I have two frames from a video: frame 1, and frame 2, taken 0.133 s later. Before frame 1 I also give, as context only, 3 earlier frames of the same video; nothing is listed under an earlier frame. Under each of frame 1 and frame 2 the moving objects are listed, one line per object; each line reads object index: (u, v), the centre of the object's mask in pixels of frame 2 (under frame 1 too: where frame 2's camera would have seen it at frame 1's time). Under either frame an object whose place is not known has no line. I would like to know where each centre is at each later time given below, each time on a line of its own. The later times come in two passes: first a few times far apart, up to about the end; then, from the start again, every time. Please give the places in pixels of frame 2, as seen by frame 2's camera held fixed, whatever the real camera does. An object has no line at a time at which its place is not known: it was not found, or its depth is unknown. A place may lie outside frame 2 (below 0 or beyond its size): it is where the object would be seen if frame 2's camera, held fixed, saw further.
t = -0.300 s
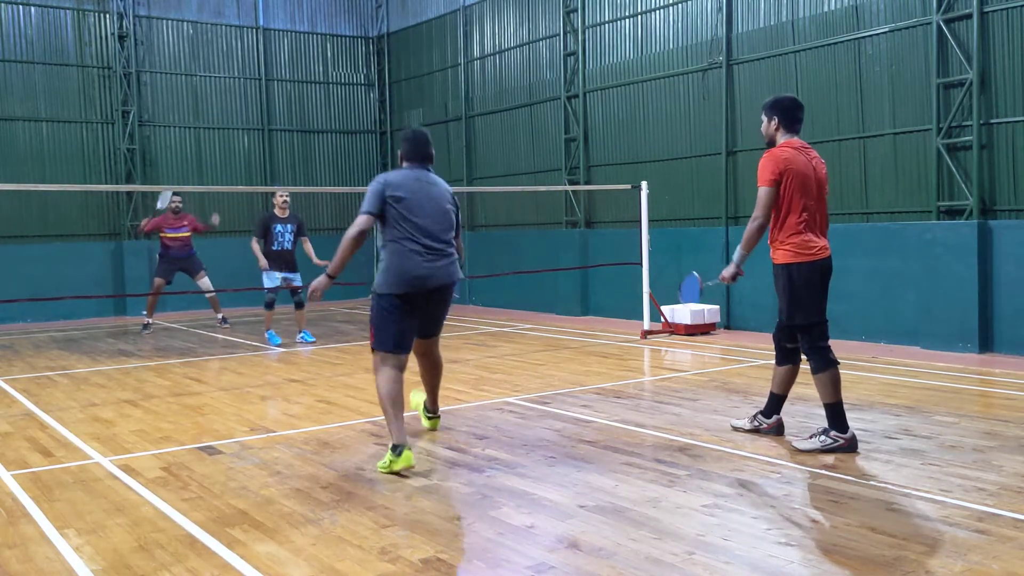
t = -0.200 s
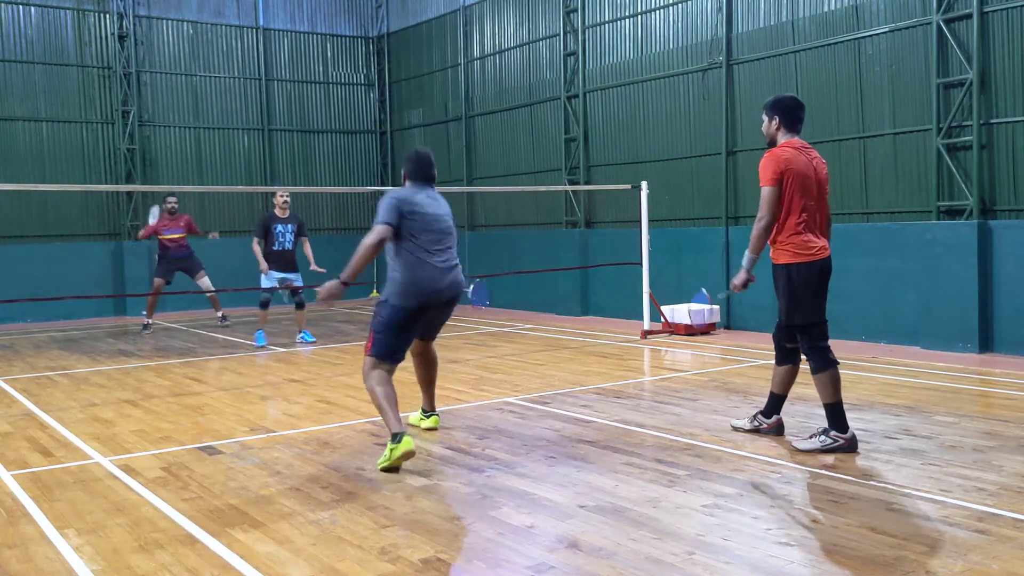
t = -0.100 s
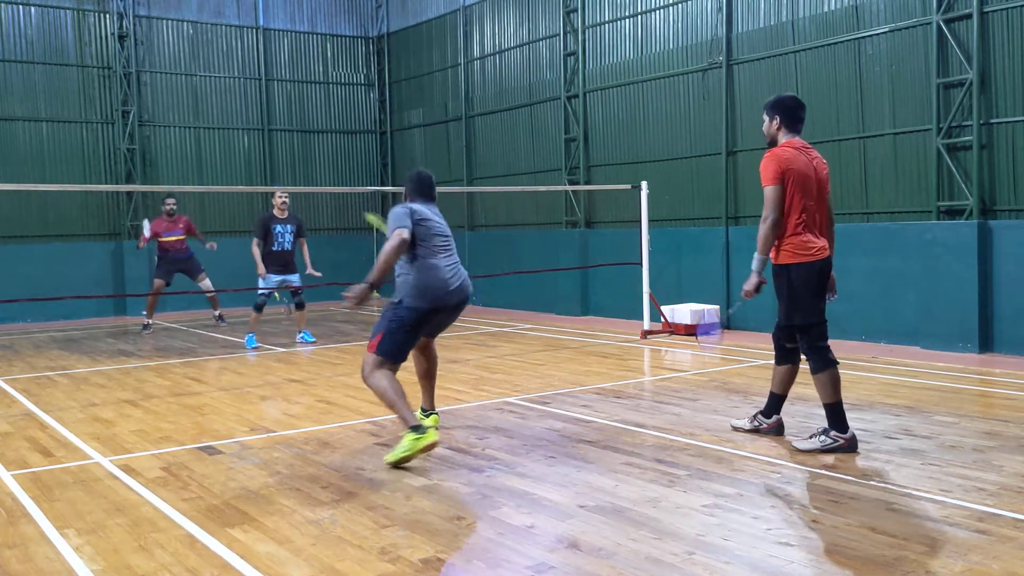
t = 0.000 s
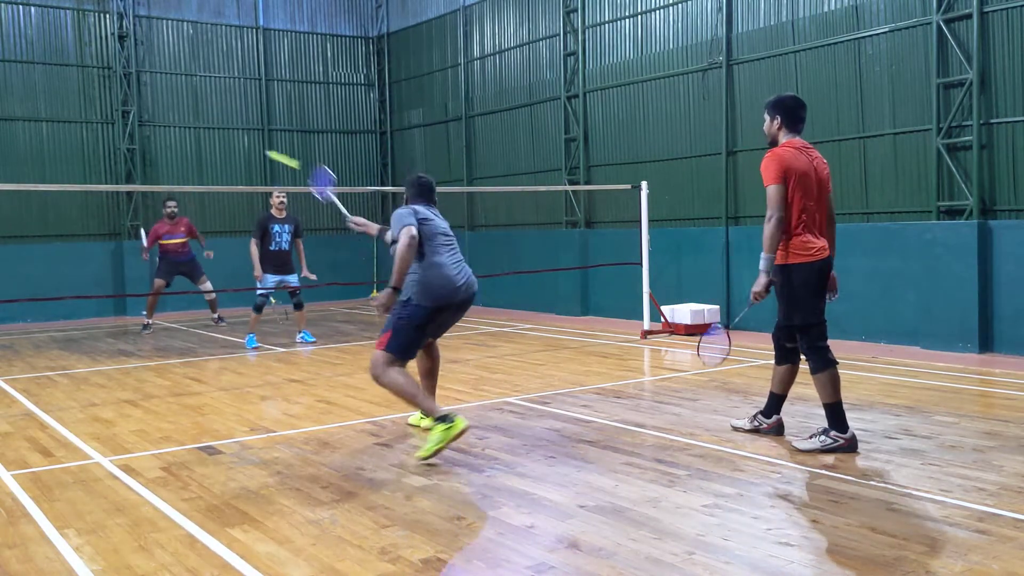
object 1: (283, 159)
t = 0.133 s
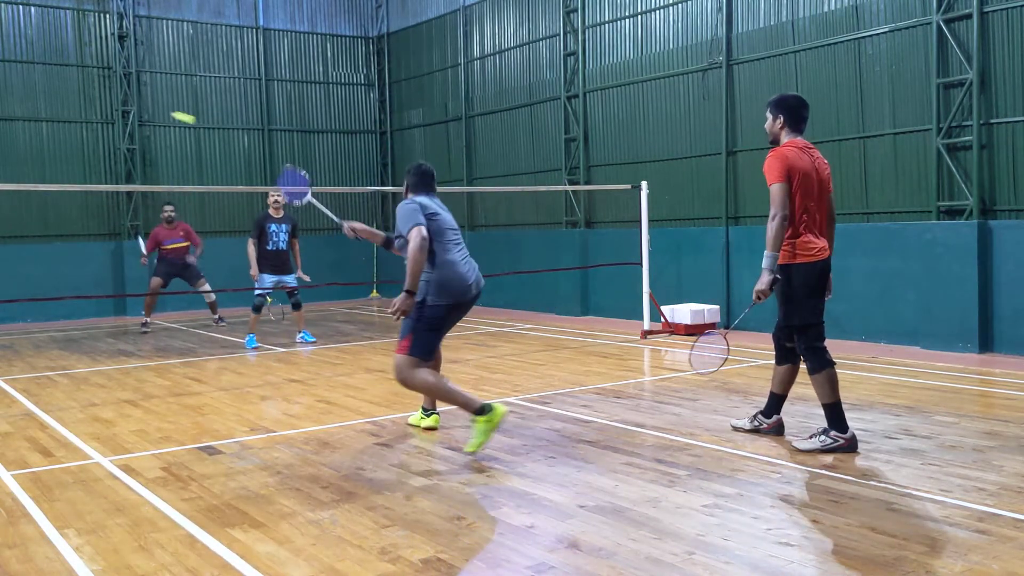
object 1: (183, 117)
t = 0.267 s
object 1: (114, 106)
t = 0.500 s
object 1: (36, 132)
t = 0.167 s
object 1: (164, 112)
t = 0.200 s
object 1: (146, 109)
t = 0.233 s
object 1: (129, 107)
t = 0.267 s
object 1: (114, 106)
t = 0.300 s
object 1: (101, 107)
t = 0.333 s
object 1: (88, 109)
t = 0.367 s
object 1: (76, 111)
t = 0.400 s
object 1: (65, 115)
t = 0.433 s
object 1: (55, 120)
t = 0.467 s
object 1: (45, 126)
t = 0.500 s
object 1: (36, 132)
